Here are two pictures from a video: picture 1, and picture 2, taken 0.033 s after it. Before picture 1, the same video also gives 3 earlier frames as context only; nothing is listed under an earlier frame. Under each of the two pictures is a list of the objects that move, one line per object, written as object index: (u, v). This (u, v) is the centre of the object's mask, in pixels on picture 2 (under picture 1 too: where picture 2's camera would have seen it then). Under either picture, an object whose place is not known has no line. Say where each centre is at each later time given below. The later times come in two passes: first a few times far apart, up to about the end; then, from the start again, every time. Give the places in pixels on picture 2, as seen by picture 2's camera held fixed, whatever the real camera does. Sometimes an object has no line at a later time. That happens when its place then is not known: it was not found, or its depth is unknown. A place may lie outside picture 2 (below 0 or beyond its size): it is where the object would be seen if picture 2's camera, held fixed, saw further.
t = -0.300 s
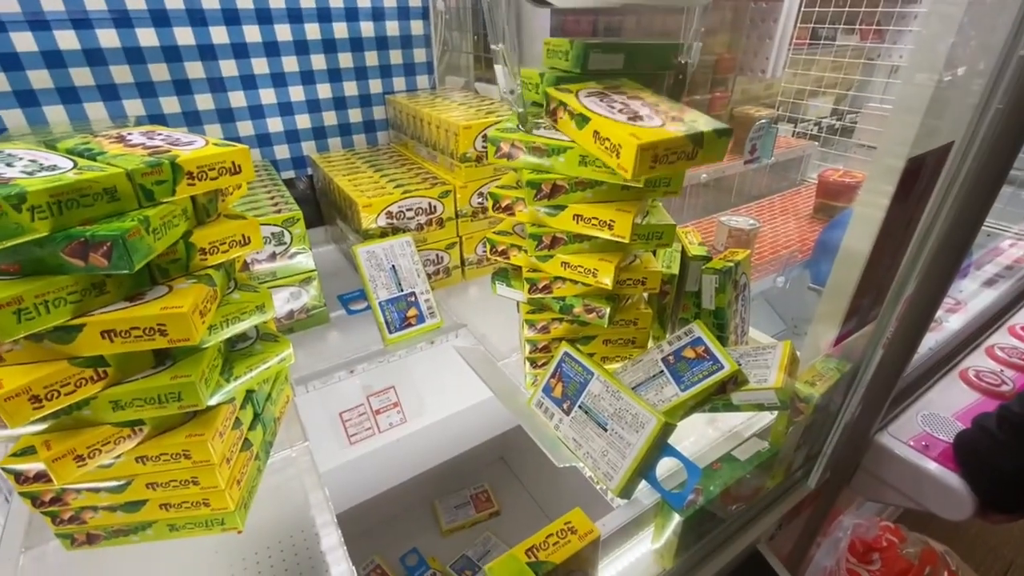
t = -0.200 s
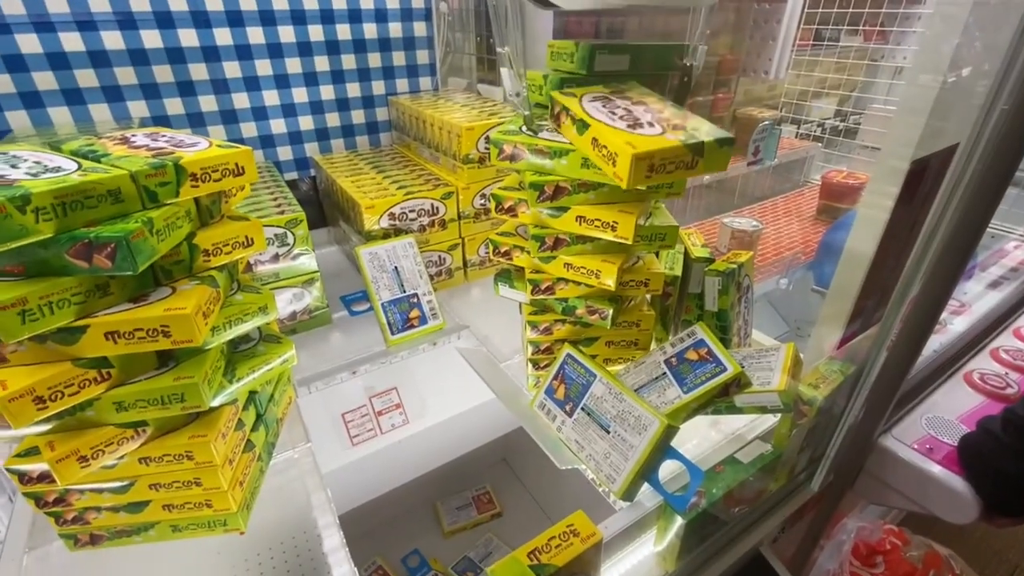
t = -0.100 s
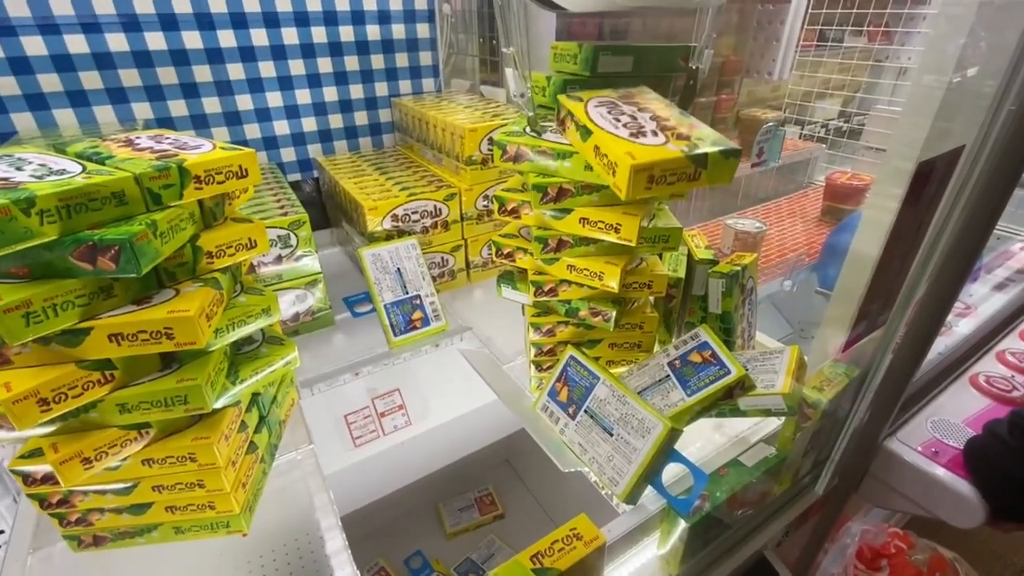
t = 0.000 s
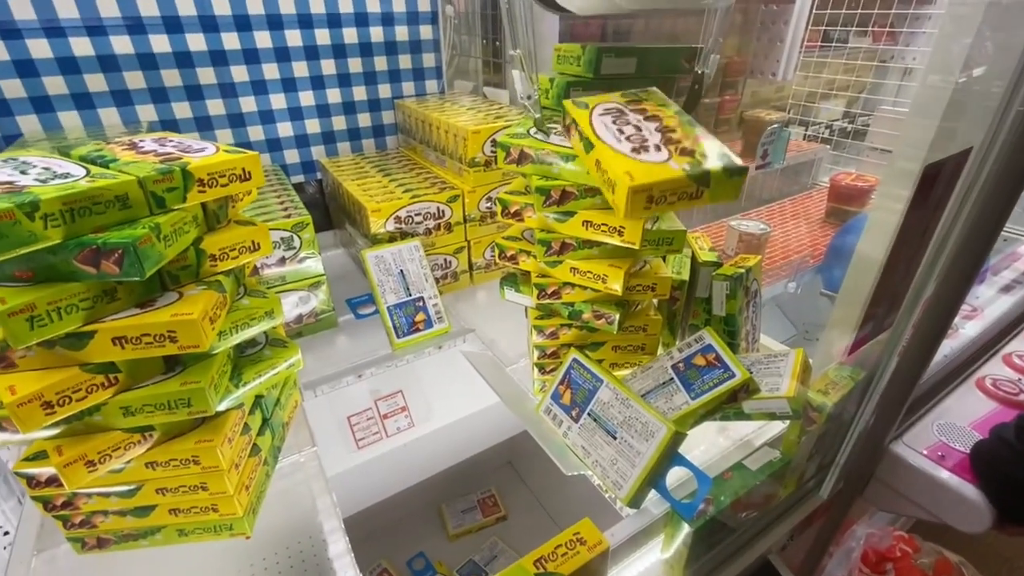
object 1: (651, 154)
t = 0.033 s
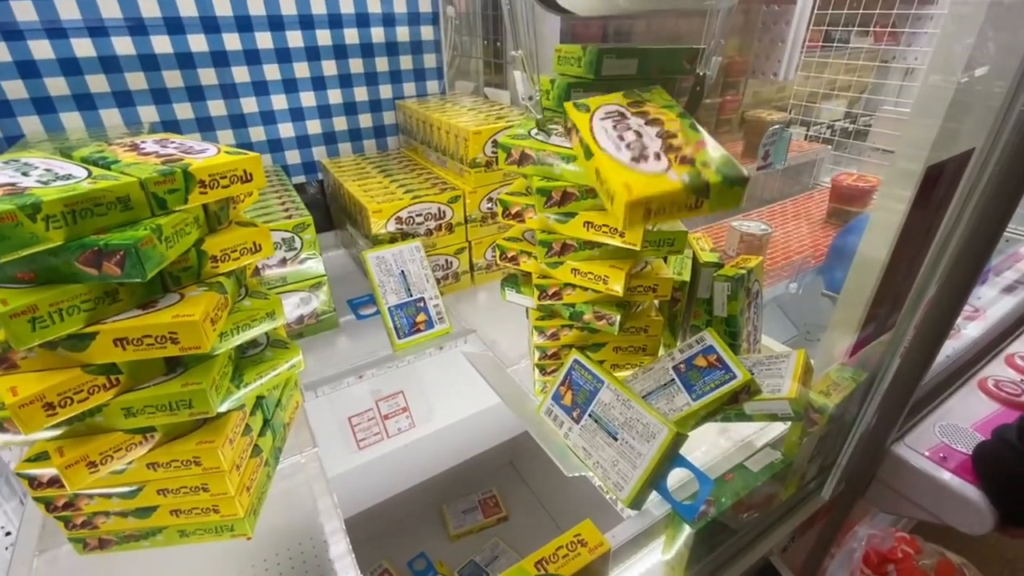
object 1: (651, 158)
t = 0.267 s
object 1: (613, 400)
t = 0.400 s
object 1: (636, 447)
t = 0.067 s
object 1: (650, 165)
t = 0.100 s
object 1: (647, 176)
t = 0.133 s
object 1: (640, 198)
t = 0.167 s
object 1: (633, 234)
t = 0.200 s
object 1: (628, 284)
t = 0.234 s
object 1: (622, 342)
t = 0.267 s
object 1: (613, 400)
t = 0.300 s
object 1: (615, 431)
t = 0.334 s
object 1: (628, 447)
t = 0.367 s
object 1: (631, 446)
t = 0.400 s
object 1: (636, 447)
